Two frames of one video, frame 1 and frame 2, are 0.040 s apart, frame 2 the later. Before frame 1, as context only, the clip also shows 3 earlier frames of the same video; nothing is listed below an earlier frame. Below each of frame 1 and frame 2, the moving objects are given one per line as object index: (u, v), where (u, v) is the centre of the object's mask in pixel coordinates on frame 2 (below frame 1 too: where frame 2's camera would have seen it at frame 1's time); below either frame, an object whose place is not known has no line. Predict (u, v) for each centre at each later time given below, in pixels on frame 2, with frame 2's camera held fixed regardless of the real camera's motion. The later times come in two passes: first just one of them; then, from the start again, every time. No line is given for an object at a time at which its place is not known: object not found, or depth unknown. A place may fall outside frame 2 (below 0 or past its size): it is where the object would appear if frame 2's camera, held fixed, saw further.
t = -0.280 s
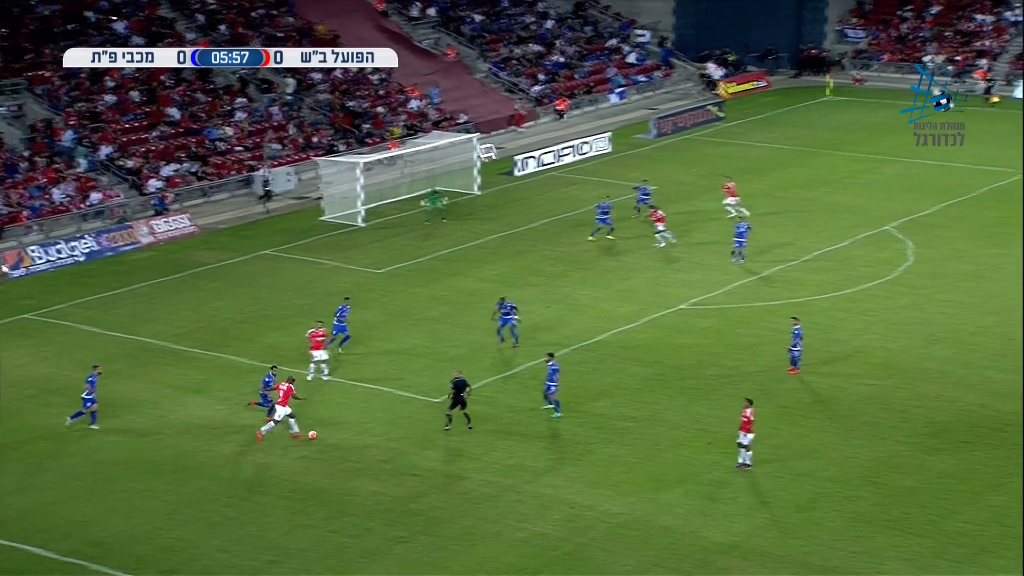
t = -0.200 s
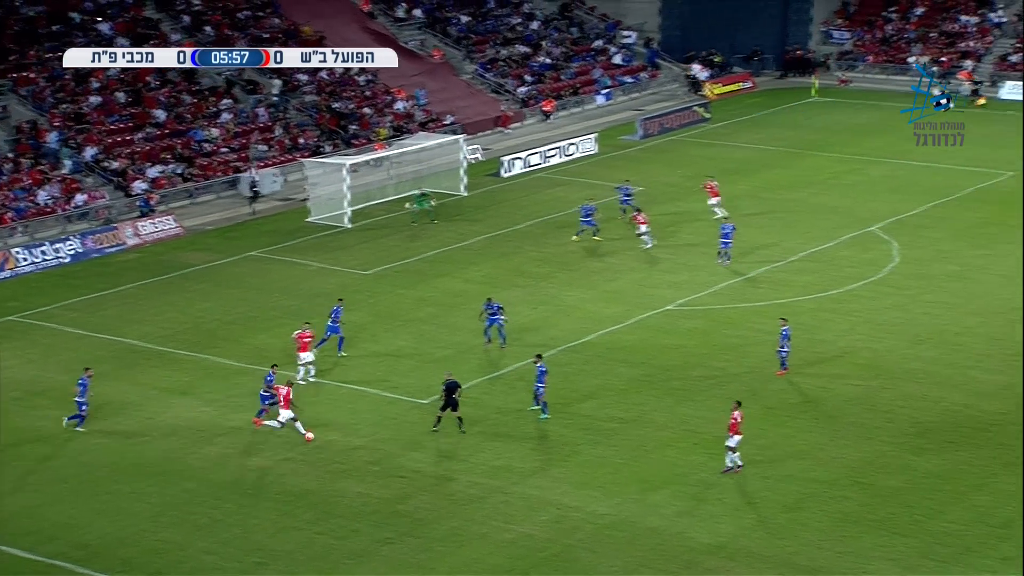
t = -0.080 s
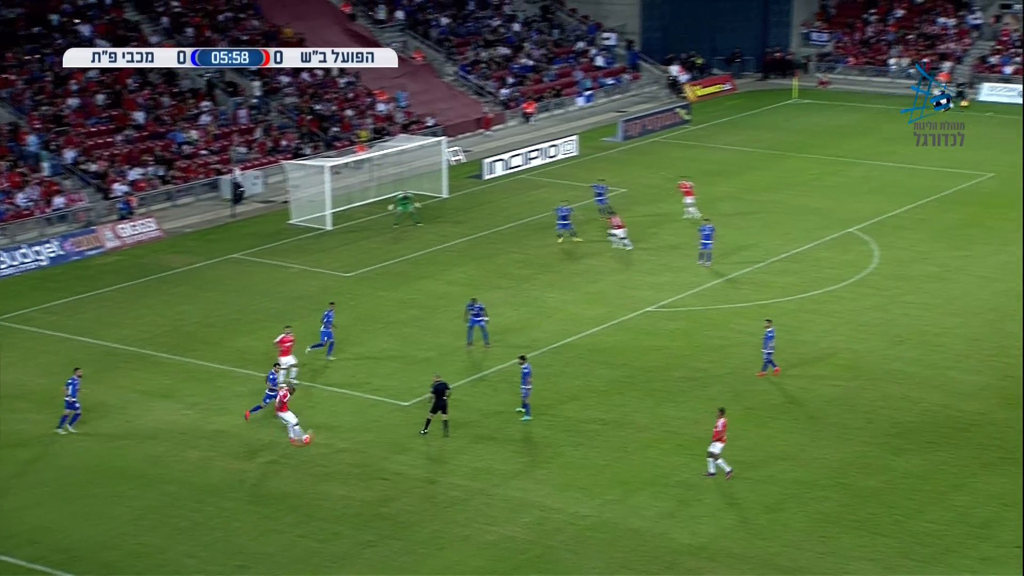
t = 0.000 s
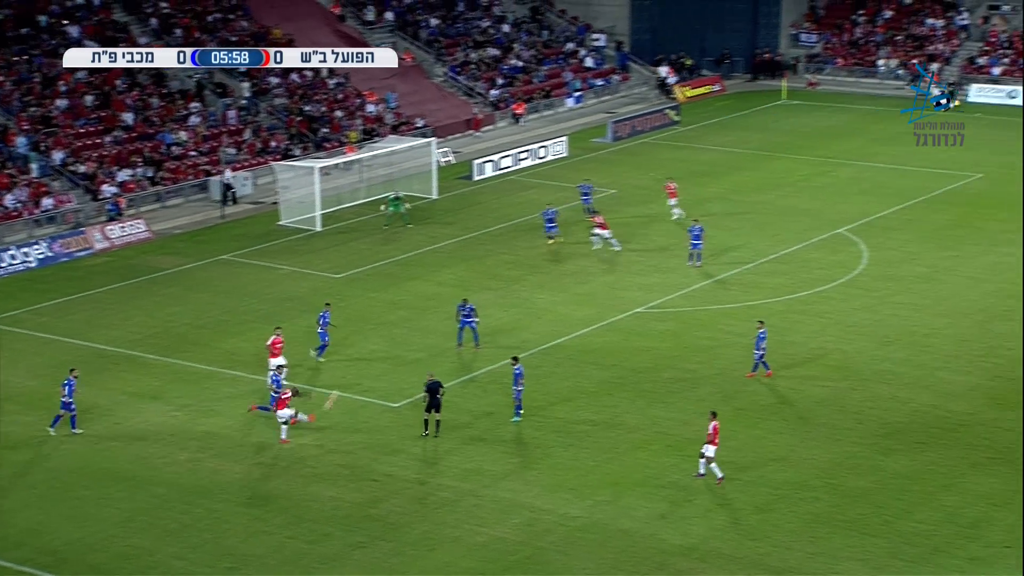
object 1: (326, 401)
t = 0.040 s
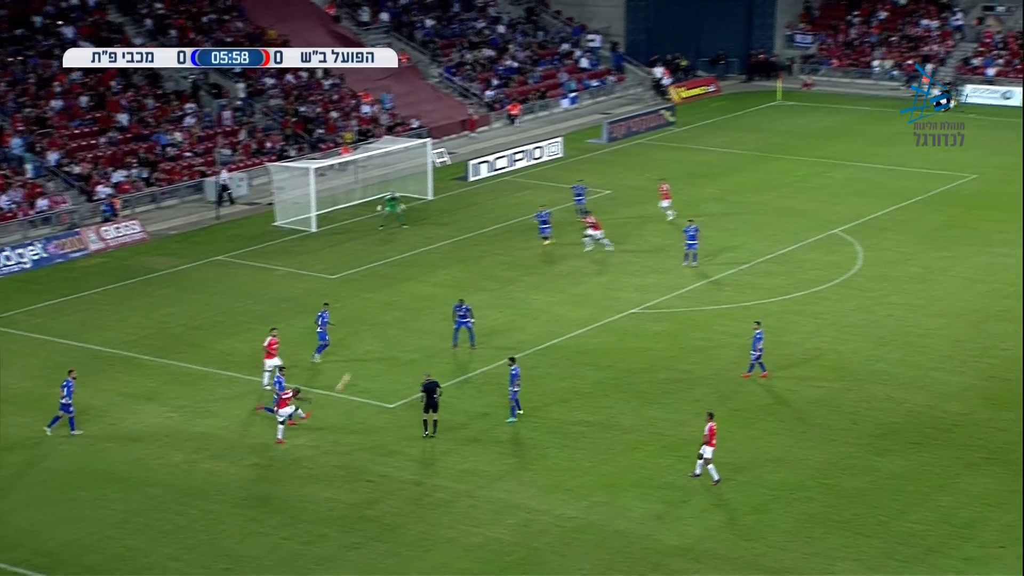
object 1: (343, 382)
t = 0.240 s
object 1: (407, 311)
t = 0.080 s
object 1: (358, 366)
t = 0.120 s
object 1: (371, 350)
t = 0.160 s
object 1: (384, 336)
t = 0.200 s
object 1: (396, 323)
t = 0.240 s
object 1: (407, 311)
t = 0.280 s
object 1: (417, 301)
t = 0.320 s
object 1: (426, 291)
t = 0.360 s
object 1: (434, 282)
